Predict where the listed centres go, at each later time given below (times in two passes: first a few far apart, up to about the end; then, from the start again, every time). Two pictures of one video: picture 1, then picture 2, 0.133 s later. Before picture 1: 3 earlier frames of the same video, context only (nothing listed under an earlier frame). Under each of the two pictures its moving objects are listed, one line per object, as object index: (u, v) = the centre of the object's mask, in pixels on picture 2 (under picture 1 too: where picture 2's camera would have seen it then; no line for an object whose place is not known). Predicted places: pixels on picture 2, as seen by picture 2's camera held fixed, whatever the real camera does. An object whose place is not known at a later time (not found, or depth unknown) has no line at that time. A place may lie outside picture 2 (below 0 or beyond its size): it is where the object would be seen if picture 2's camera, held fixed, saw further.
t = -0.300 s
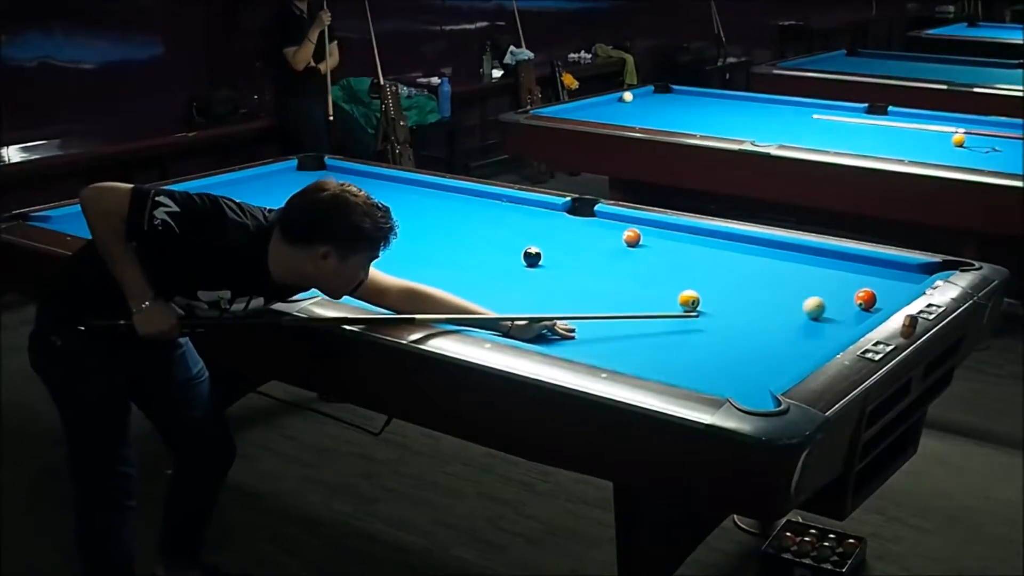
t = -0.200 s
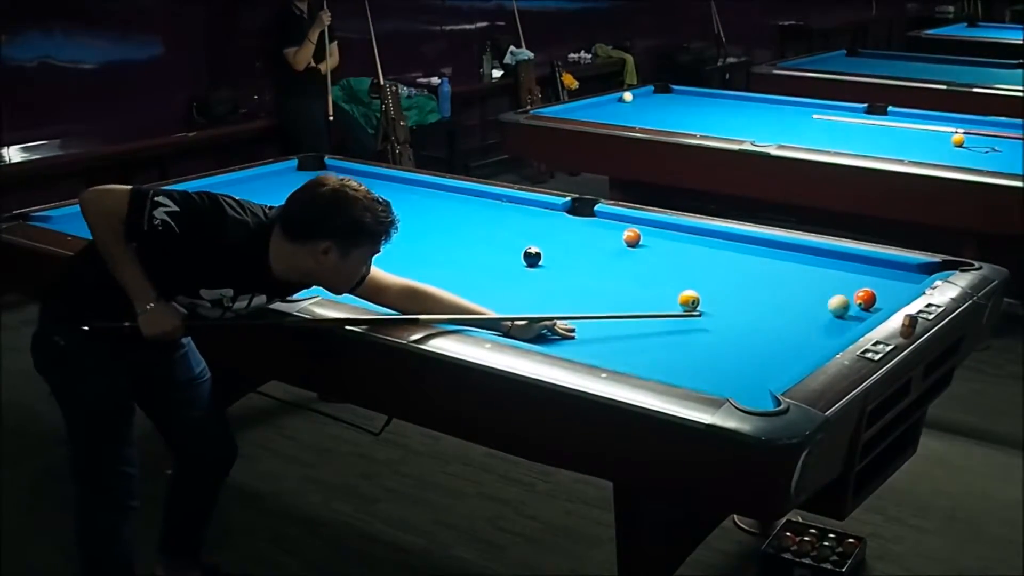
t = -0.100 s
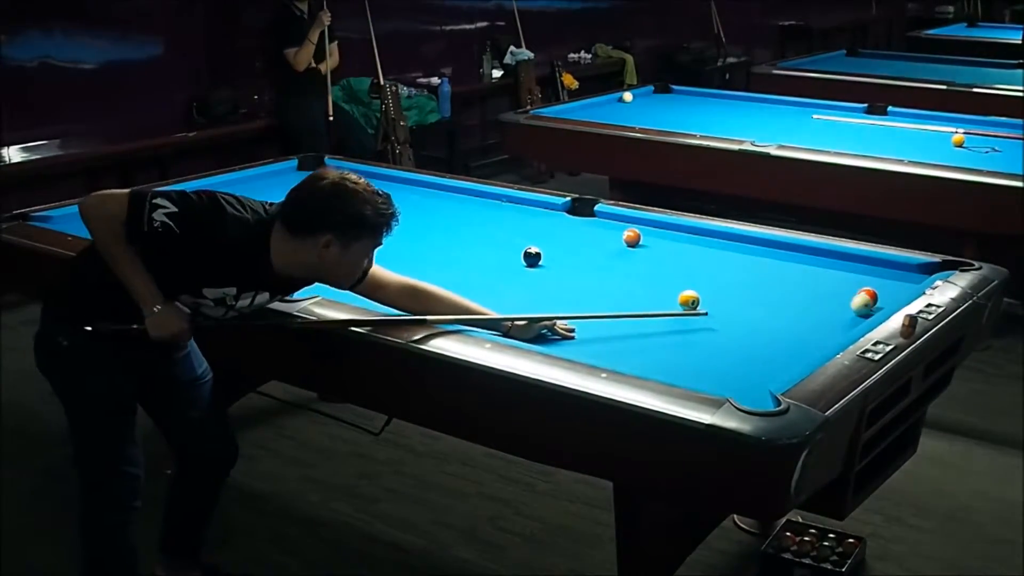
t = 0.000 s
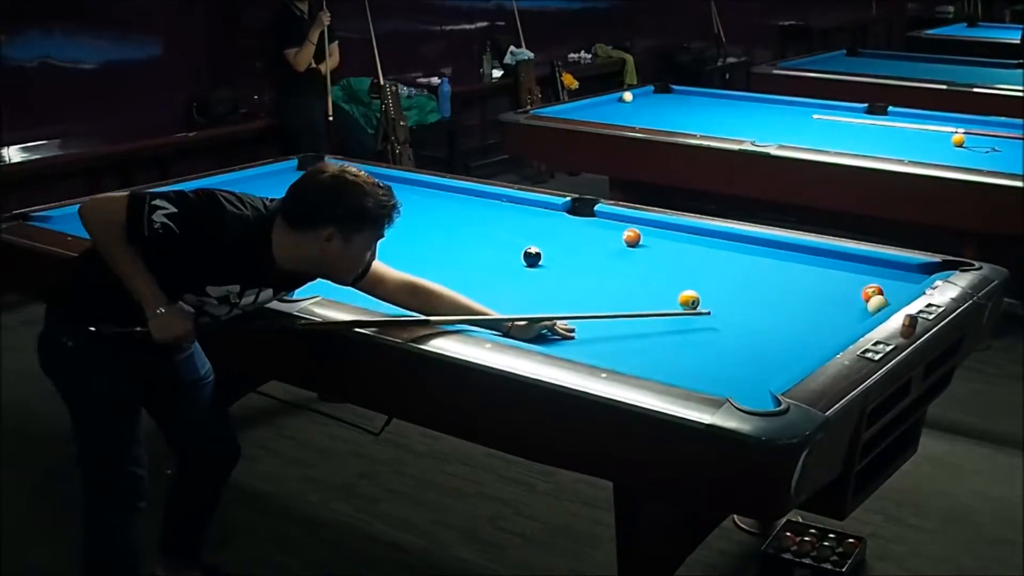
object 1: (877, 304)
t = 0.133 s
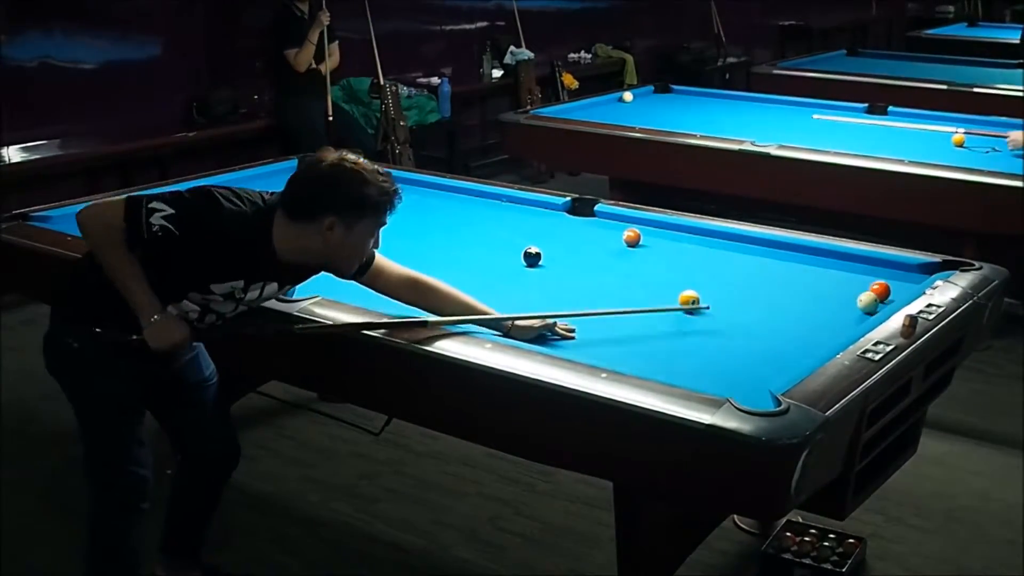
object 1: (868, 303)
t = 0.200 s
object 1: (863, 301)
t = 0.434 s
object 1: (846, 295)
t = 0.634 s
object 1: (834, 290)
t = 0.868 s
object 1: (820, 286)
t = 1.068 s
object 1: (810, 282)
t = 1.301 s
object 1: (799, 278)
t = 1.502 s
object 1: (791, 276)
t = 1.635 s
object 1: (786, 274)
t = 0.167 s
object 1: (866, 301)
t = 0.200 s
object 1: (863, 301)
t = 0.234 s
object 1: (860, 300)
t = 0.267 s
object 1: (858, 299)
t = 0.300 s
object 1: (855, 298)
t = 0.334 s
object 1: (853, 297)
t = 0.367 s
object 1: (851, 297)
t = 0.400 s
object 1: (848, 296)
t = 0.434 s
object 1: (846, 295)
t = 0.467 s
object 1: (844, 294)
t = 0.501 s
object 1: (842, 293)
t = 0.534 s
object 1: (840, 293)
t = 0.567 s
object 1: (838, 292)
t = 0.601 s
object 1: (835, 291)
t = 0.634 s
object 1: (834, 290)
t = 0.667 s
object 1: (832, 290)
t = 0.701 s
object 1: (830, 289)
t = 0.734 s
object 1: (828, 288)
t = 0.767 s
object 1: (826, 288)
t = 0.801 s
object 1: (824, 287)
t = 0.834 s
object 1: (822, 286)
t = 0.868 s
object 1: (820, 286)
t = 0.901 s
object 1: (819, 285)
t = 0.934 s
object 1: (817, 285)
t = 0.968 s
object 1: (815, 284)
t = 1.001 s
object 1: (813, 283)
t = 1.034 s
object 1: (812, 283)
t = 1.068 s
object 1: (810, 282)
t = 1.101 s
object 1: (808, 282)
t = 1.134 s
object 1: (807, 281)
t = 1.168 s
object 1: (805, 281)
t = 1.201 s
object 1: (803, 280)
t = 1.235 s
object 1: (802, 280)
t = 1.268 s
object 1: (801, 279)
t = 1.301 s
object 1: (799, 278)
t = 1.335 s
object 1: (798, 278)
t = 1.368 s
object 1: (796, 278)
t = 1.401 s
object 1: (795, 277)
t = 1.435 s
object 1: (794, 277)
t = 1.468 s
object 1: (792, 276)
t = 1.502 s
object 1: (791, 276)
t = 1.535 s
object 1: (790, 275)
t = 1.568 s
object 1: (789, 275)
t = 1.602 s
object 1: (787, 274)
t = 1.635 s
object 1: (786, 274)
